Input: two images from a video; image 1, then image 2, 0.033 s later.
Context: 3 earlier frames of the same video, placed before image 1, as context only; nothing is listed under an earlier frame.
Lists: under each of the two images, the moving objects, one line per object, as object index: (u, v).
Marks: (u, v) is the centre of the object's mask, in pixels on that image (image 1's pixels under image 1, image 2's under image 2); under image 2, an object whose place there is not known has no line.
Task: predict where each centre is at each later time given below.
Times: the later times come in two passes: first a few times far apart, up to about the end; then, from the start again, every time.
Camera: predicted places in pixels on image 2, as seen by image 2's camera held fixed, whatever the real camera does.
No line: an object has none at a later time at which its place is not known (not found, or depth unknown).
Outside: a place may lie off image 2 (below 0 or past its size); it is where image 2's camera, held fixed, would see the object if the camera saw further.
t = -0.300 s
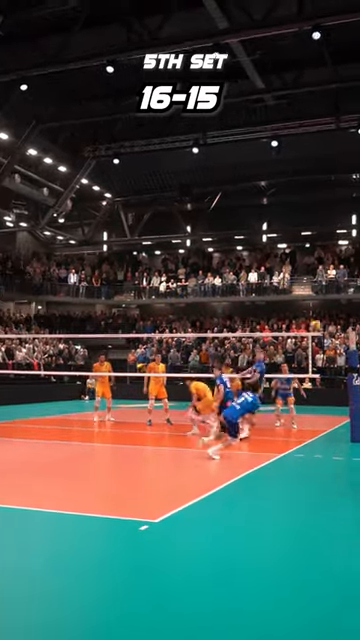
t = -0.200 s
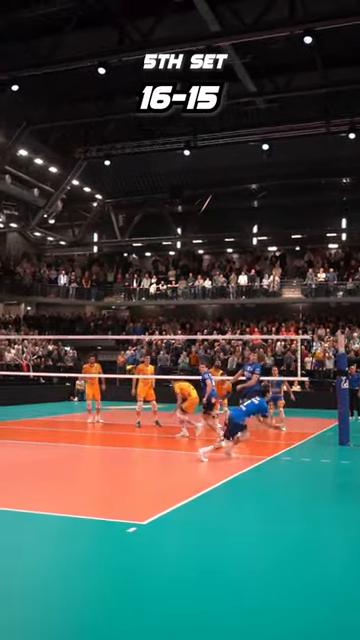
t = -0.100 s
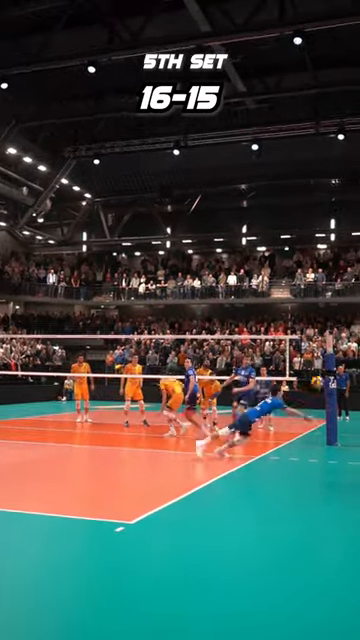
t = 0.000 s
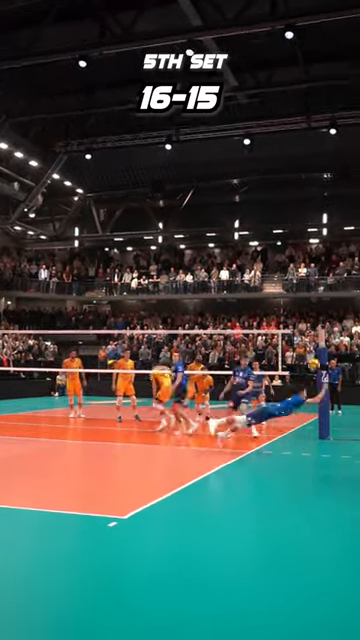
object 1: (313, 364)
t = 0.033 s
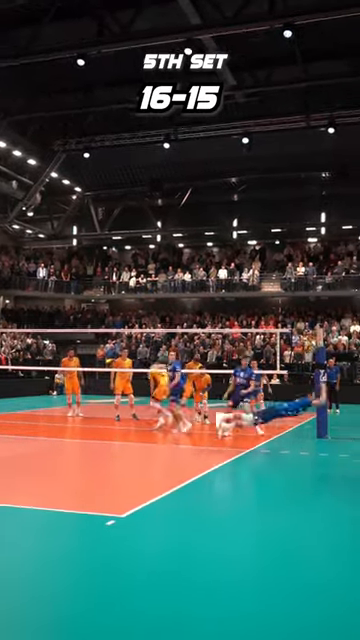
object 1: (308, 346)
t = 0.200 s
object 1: (300, 265)
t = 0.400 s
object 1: (285, 185)
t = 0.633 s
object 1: (266, 119)
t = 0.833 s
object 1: (247, 85)
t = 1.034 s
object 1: (227, 75)
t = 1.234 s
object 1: (205, 91)
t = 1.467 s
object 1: (176, 149)
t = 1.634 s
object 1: (155, 220)
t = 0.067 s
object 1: (309, 327)
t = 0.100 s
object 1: (306, 311)
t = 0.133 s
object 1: (304, 295)
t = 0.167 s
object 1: (301, 279)
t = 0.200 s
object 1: (300, 265)
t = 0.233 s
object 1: (298, 249)
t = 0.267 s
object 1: (295, 236)
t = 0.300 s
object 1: (293, 222)
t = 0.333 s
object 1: (290, 209)
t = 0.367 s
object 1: (288, 198)
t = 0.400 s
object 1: (285, 185)
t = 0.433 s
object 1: (283, 174)
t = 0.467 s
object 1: (280, 163)
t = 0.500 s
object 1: (277, 154)
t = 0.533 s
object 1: (274, 144)
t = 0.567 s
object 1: (271, 135)
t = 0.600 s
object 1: (269, 126)
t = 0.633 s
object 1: (266, 119)
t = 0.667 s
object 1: (262, 111)
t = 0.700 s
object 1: (259, 105)
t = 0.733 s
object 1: (257, 99)
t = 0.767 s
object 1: (253, 94)
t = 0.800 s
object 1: (250, 89)
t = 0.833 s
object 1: (247, 85)
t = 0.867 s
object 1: (243, 82)
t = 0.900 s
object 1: (240, 79)
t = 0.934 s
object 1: (237, 77)
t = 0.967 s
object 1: (233, 77)
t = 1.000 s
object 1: (230, 76)
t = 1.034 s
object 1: (227, 75)
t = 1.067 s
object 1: (223, 76)
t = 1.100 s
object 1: (220, 77)
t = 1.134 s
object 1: (216, 79)
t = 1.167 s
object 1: (212, 83)
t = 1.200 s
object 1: (208, 87)
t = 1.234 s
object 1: (205, 91)
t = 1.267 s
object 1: (200, 97)
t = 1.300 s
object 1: (197, 103)
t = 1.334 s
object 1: (193, 110)
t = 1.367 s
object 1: (189, 119)
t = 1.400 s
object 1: (185, 127)
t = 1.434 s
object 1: (180, 138)
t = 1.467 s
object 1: (176, 149)
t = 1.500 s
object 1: (172, 162)
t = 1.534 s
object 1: (168, 175)
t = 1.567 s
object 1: (164, 189)
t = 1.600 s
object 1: (159, 204)
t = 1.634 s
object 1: (155, 220)
